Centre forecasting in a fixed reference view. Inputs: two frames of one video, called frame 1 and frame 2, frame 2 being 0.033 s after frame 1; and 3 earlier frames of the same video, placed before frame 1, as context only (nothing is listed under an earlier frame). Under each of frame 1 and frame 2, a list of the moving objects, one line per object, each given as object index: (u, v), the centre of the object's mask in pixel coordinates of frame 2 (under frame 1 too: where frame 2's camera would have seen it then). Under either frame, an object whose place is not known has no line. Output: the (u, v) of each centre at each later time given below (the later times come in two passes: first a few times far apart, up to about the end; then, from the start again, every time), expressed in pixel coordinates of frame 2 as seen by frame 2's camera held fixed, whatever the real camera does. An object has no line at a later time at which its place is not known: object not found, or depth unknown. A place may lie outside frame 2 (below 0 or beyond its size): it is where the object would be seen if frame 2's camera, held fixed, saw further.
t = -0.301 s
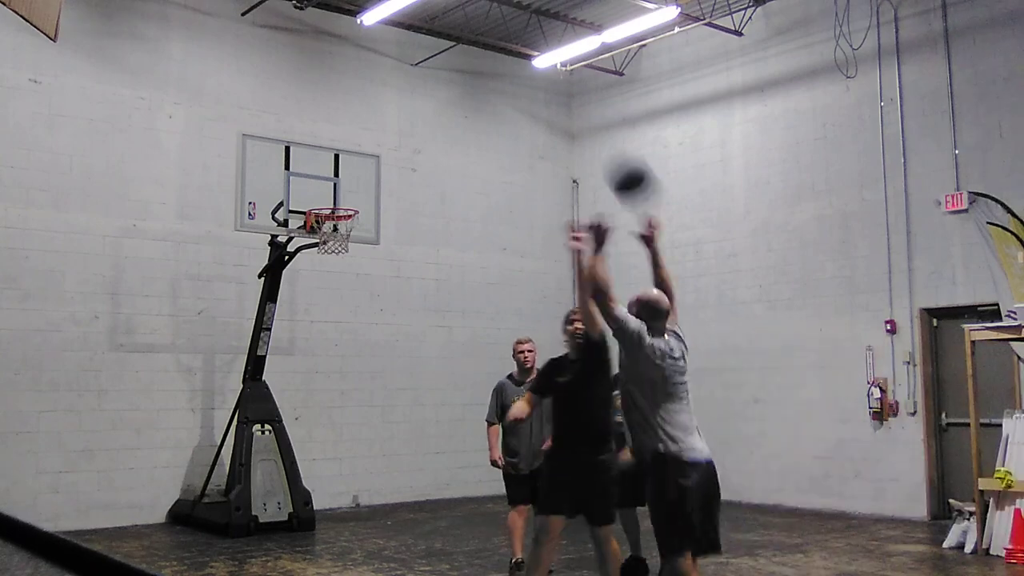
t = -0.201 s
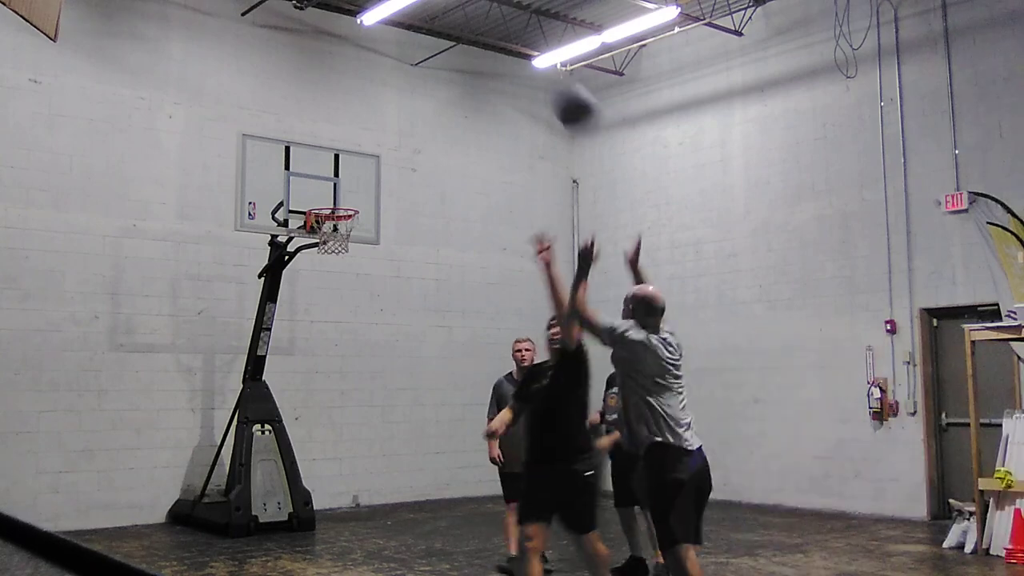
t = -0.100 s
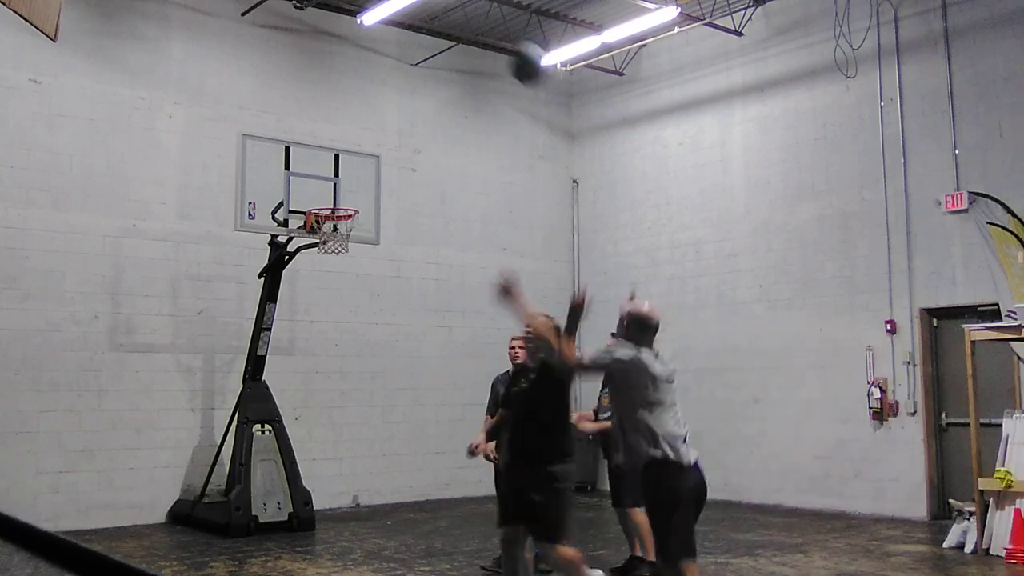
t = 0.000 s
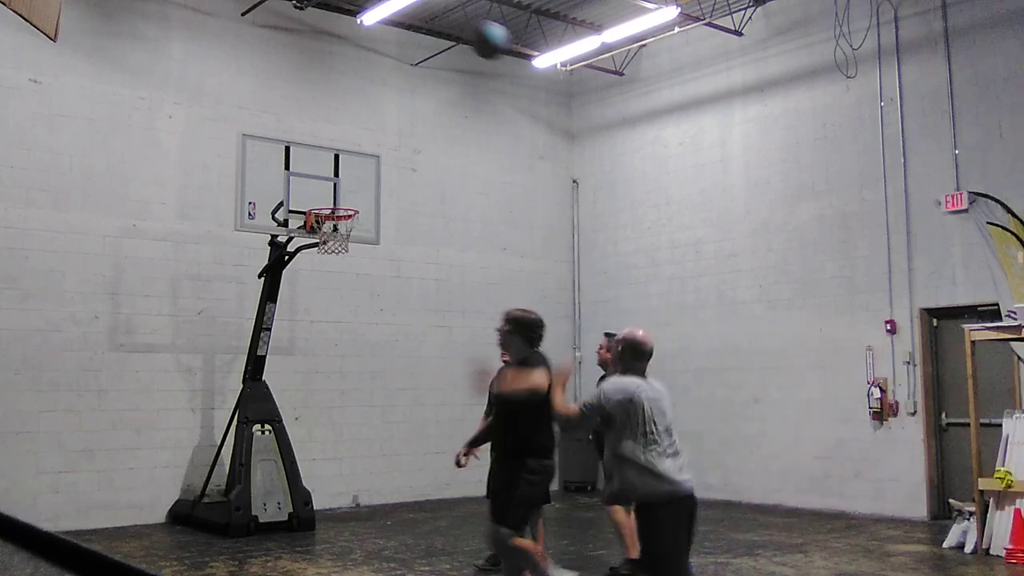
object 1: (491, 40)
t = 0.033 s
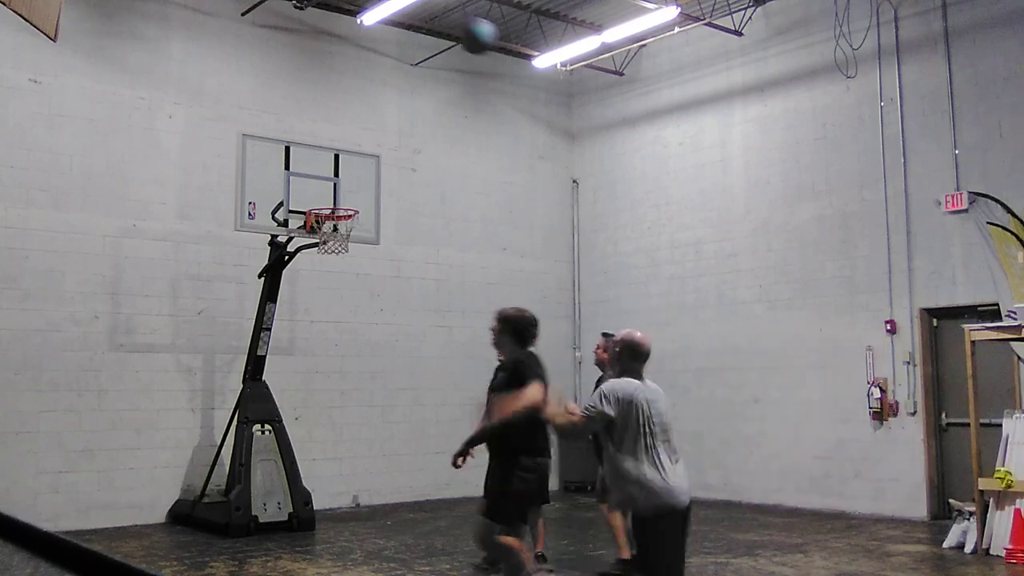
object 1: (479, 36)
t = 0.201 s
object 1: (425, 42)
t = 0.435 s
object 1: (368, 99)
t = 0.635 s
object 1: (328, 184)
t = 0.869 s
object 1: (349, 233)
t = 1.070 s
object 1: (339, 243)
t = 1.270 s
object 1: (316, 286)
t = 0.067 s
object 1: (470, 33)
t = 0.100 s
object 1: (457, 33)
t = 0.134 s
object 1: (447, 36)
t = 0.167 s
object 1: (437, 38)
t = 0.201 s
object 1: (425, 42)
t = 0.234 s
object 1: (416, 46)
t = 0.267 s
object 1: (407, 52)
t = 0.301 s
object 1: (400, 59)
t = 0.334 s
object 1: (391, 68)
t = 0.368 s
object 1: (384, 77)
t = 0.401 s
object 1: (376, 87)
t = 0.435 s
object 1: (368, 99)
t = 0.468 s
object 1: (361, 111)
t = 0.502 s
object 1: (354, 124)
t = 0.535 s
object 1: (348, 138)
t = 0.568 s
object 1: (342, 152)
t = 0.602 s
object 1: (335, 168)
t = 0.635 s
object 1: (328, 184)
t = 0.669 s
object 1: (322, 199)
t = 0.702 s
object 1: (322, 216)
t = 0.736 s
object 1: (331, 225)
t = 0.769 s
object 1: (340, 230)
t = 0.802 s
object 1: (345, 233)
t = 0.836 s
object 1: (348, 233)
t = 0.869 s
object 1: (349, 233)
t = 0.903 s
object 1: (350, 233)
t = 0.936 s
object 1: (349, 233)
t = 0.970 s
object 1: (347, 234)
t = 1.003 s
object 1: (345, 236)
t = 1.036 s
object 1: (343, 239)
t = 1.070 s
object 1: (339, 243)
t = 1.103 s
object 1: (336, 248)
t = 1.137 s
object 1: (332, 253)
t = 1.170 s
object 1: (328, 259)
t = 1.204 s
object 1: (324, 267)
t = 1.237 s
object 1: (320, 277)
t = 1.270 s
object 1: (316, 286)
